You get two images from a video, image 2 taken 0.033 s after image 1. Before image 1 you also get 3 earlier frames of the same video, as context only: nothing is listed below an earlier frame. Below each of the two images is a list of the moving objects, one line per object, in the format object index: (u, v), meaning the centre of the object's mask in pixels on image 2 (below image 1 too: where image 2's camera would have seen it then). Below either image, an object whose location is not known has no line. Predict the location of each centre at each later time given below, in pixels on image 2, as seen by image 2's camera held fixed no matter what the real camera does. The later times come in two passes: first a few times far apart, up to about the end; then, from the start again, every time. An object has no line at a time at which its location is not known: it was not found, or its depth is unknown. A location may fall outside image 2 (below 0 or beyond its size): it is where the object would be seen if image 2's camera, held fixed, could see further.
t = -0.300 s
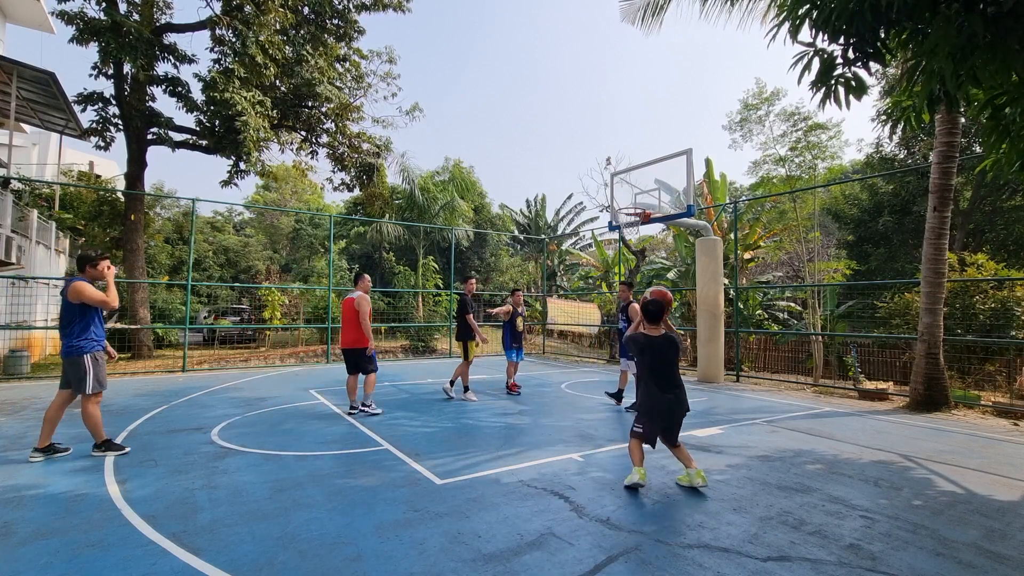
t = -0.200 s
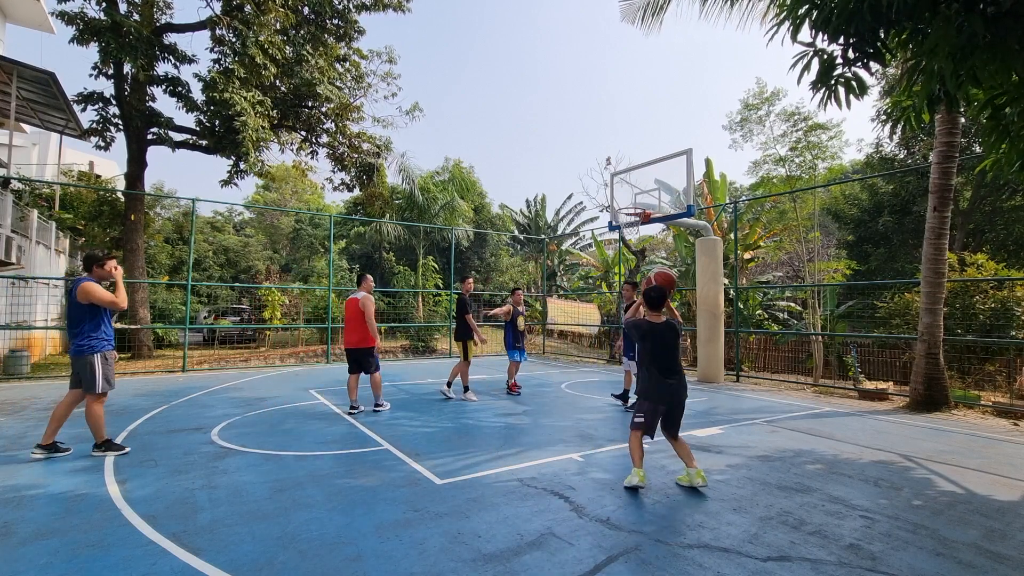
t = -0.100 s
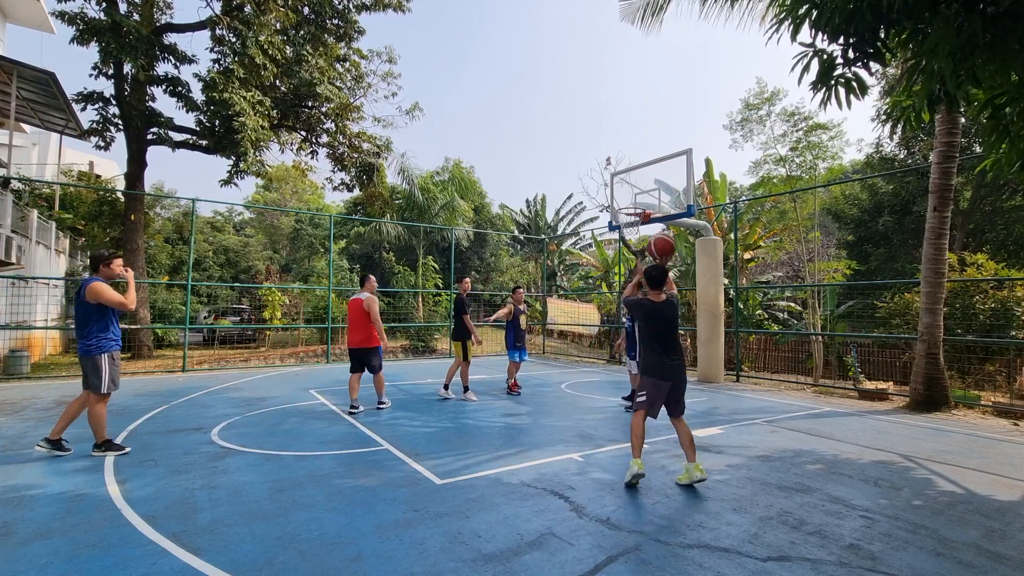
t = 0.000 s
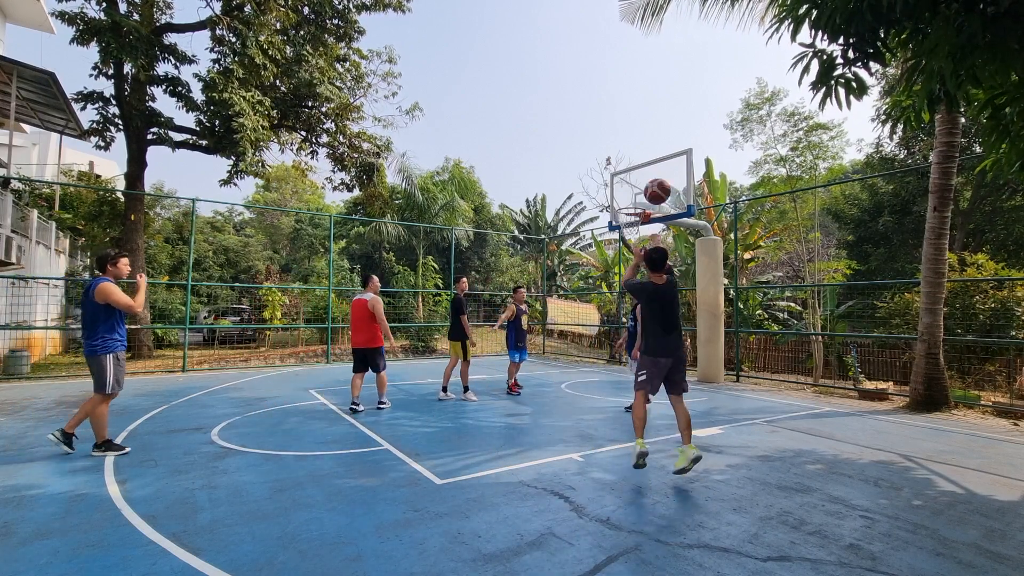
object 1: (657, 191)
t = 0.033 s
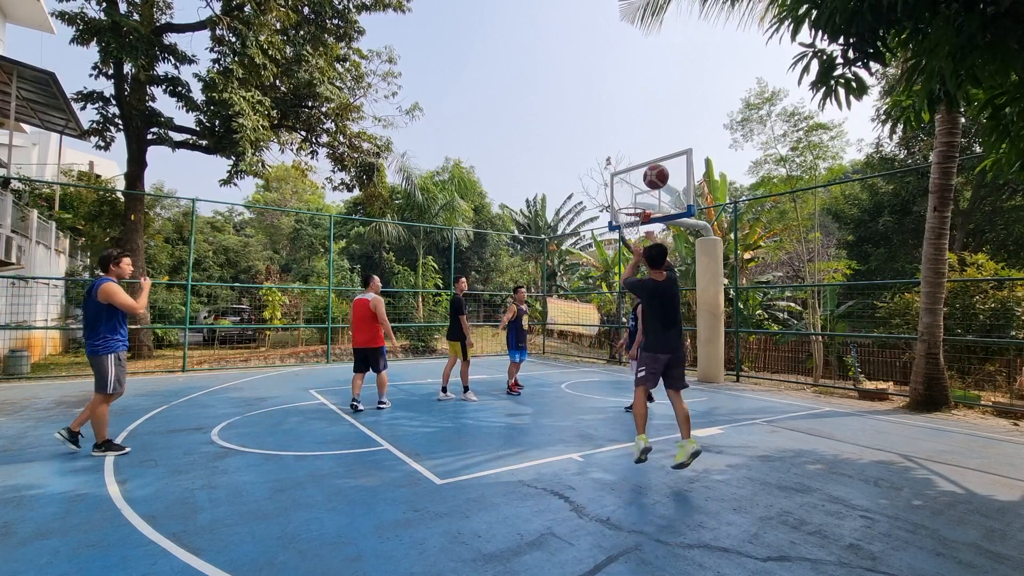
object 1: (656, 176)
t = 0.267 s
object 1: (649, 119)
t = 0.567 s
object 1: (644, 123)
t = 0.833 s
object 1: (640, 170)
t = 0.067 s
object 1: (654, 164)
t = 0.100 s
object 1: (654, 152)
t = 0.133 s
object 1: (653, 143)
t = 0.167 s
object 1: (652, 135)
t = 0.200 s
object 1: (651, 129)
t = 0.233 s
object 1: (650, 123)
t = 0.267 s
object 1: (649, 119)
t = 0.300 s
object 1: (648, 116)
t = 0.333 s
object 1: (648, 114)
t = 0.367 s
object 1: (647, 113)
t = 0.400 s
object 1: (647, 113)
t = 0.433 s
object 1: (646, 113)
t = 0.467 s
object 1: (645, 115)
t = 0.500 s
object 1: (645, 117)
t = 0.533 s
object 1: (644, 120)
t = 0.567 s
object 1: (644, 123)
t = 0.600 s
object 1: (643, 127)
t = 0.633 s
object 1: (643, 132)
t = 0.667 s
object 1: (642, 137)
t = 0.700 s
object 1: (642, 143)
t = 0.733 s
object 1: (641, 149)
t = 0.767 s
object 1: (641, 156)
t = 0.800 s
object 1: (640, 163)
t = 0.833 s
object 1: (640, 170)
